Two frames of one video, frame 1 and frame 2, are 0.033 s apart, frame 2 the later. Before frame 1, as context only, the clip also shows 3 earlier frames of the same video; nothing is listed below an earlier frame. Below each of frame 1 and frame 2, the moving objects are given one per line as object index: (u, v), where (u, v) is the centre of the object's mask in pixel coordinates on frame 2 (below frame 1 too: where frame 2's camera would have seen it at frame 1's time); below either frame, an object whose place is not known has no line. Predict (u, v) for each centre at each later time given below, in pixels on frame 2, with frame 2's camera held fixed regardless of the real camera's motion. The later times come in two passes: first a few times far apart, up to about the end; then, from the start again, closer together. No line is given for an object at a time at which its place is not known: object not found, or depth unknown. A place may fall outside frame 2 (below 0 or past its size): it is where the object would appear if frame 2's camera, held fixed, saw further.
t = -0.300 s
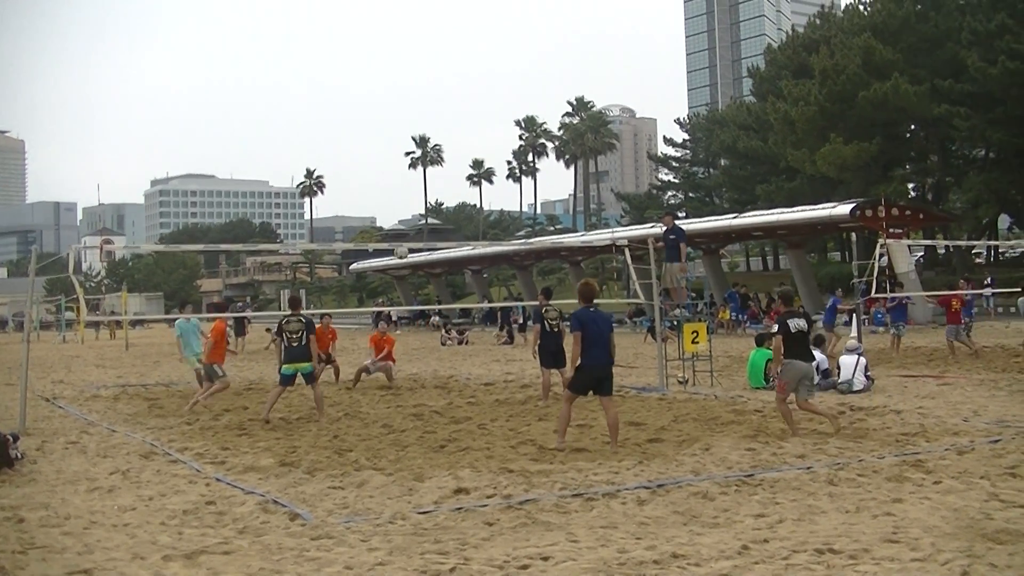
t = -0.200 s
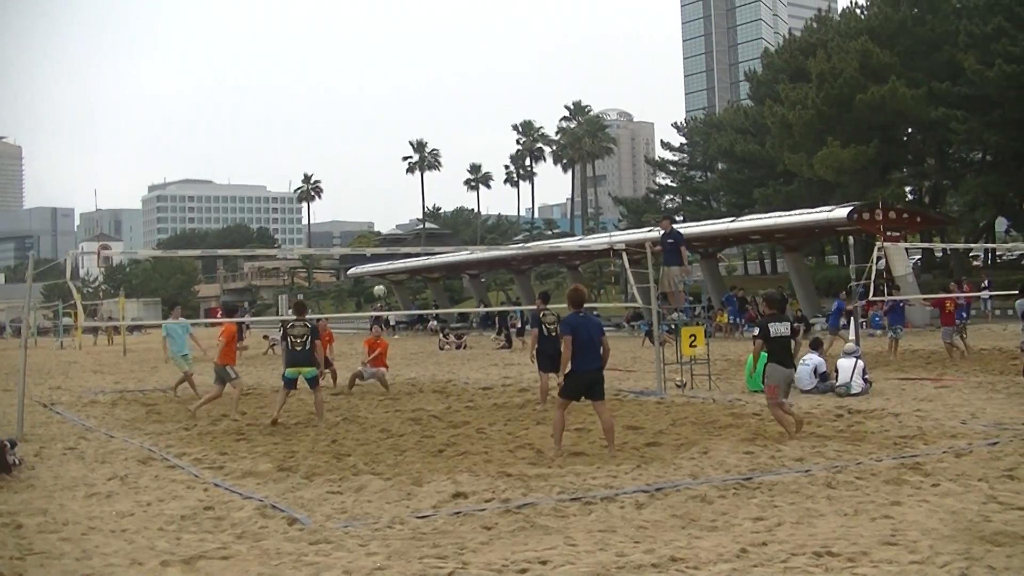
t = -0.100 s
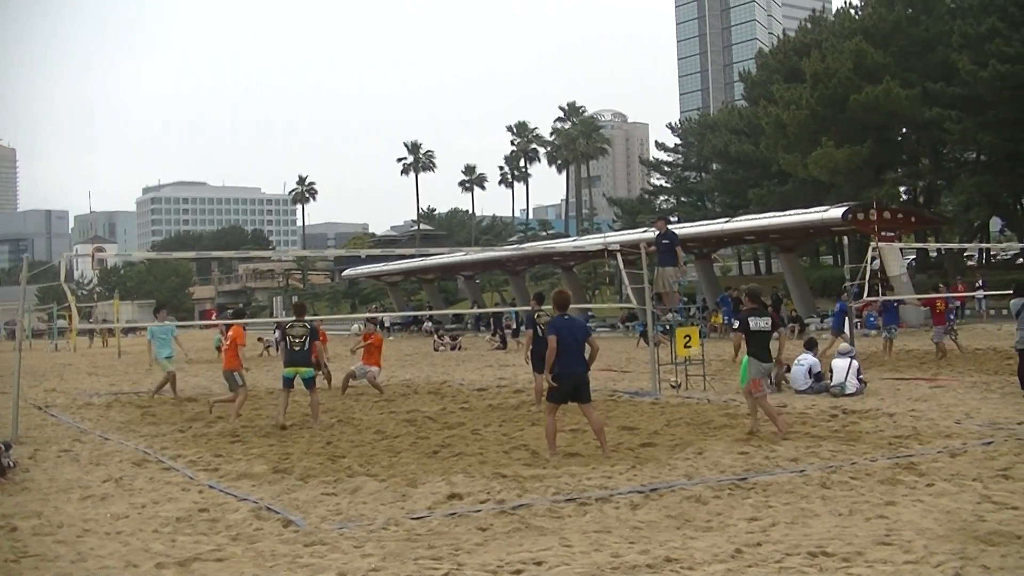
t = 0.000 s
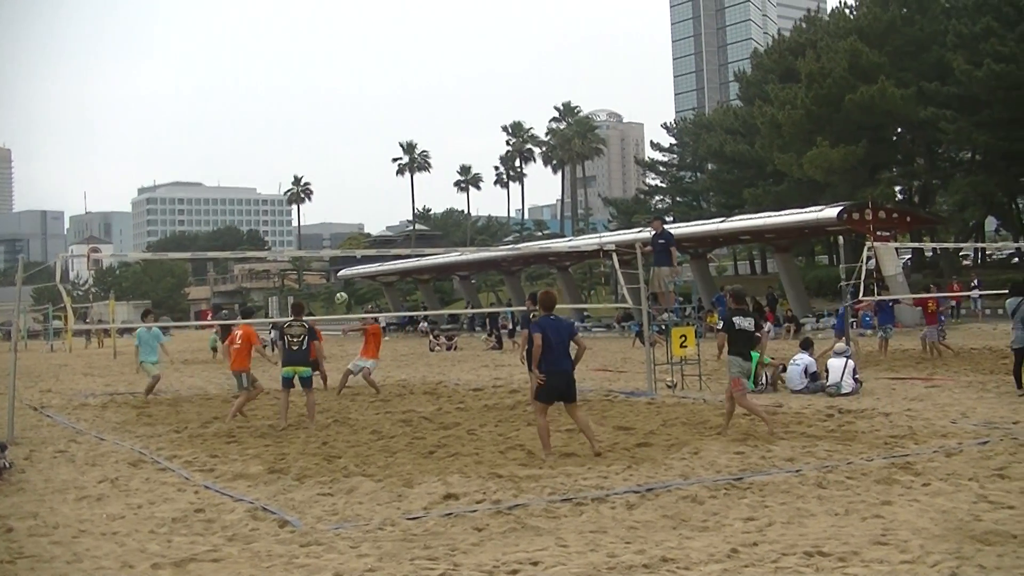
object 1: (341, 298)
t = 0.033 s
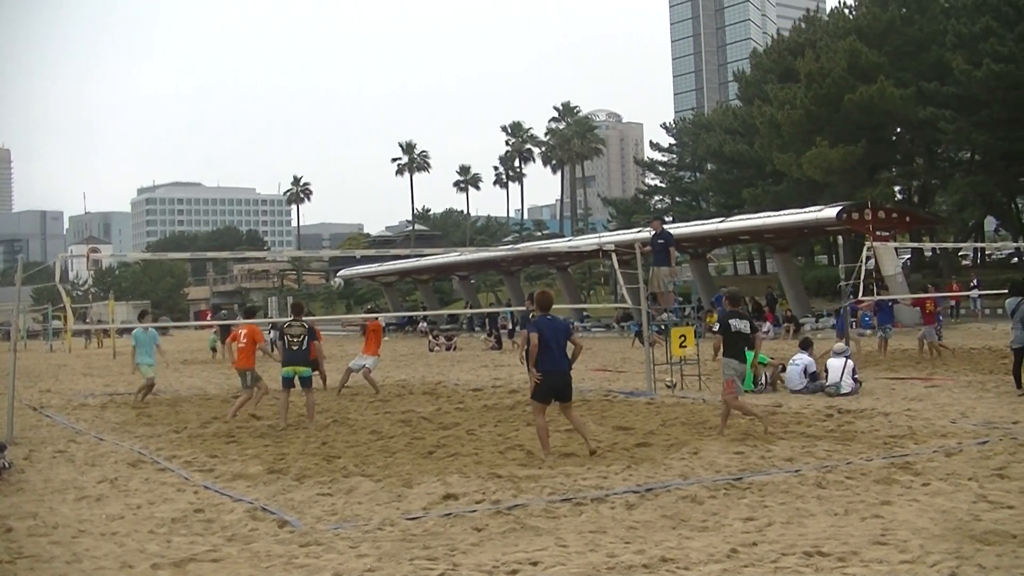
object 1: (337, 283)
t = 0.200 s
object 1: (320, 221)
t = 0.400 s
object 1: (303, 165)
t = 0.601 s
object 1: (285, 134)
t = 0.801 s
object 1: (271, 127)
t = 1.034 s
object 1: (255, 149)
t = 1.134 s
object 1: (250, 168)
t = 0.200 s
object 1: (320, 221)
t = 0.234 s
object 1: (318, 210)
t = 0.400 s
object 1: (303, 165)
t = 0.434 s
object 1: (300, 158)
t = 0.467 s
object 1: (297, 151)
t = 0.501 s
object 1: (294, 146)
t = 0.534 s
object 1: (291, 141)
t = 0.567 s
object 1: (288, 137)
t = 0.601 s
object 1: (285, 134)
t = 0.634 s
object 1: (283, 131)
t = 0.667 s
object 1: (280, 129)
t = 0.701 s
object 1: (278, 127)
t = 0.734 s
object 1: (275, 127)
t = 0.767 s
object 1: (273, 126)
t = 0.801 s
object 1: (271, 127)
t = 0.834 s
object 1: (268, 128)
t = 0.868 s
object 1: (266, 129)
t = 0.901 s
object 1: (264, 132)
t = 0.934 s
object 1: (262, 135)
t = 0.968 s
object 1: (259, 139)
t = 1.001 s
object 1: (257, 144)
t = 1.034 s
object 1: (255, 149)
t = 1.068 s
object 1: (254, 154)
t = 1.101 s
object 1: (252, 161)
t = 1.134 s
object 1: (250, 168)
